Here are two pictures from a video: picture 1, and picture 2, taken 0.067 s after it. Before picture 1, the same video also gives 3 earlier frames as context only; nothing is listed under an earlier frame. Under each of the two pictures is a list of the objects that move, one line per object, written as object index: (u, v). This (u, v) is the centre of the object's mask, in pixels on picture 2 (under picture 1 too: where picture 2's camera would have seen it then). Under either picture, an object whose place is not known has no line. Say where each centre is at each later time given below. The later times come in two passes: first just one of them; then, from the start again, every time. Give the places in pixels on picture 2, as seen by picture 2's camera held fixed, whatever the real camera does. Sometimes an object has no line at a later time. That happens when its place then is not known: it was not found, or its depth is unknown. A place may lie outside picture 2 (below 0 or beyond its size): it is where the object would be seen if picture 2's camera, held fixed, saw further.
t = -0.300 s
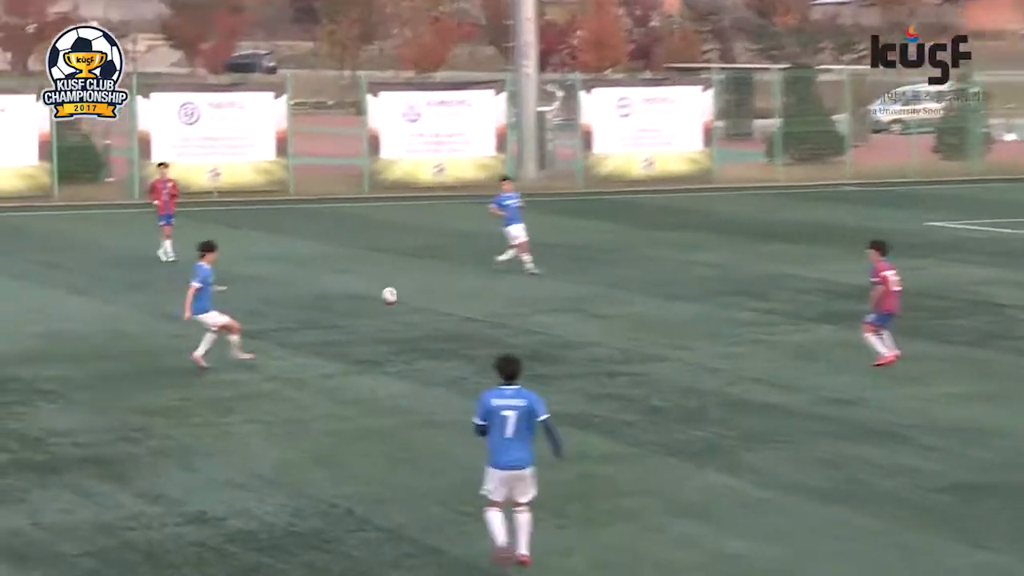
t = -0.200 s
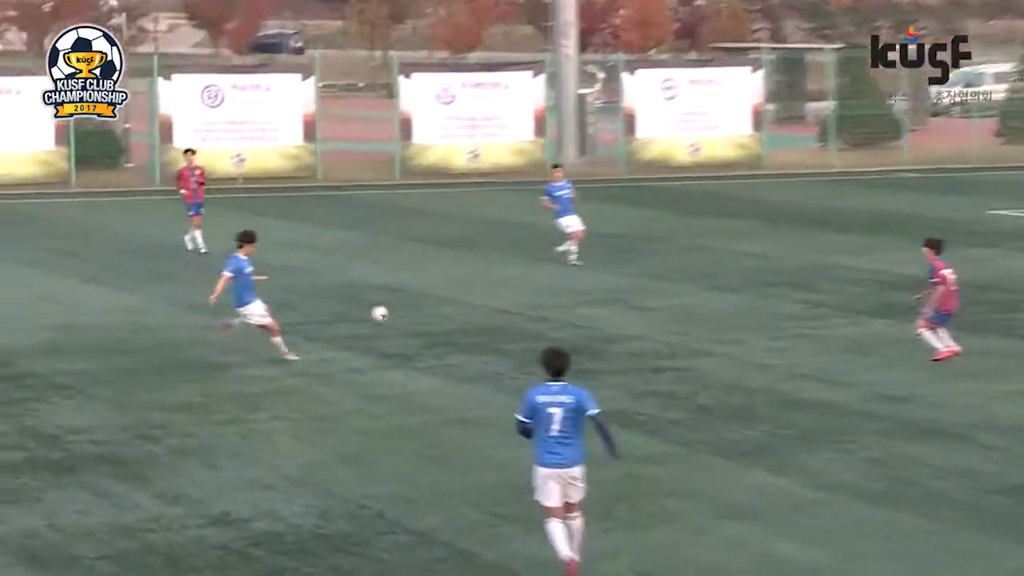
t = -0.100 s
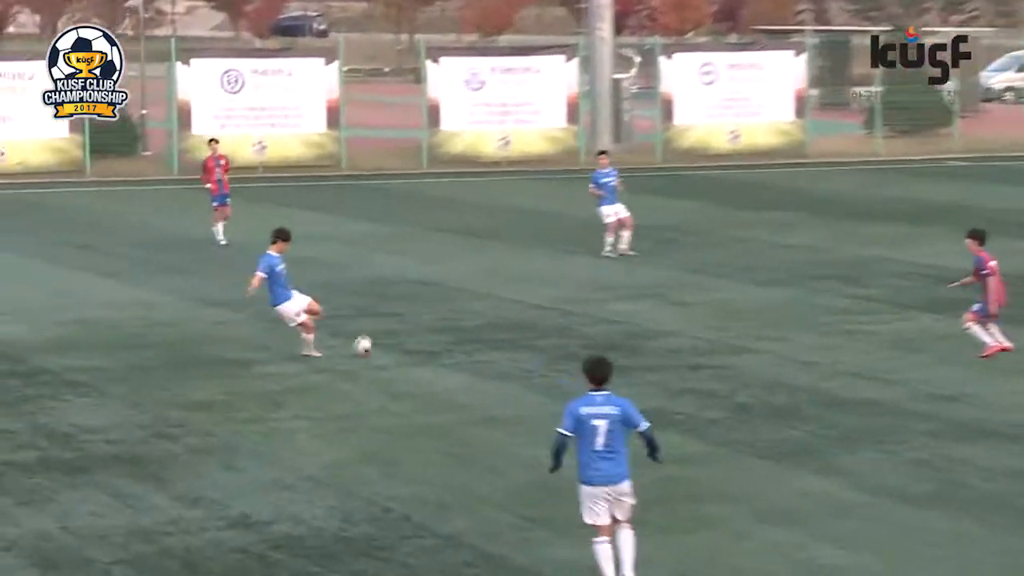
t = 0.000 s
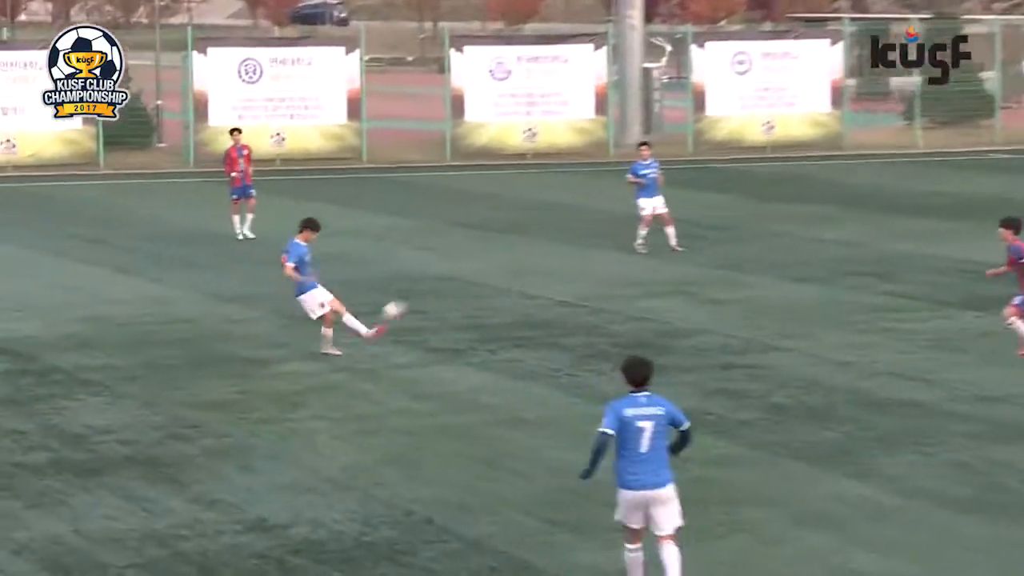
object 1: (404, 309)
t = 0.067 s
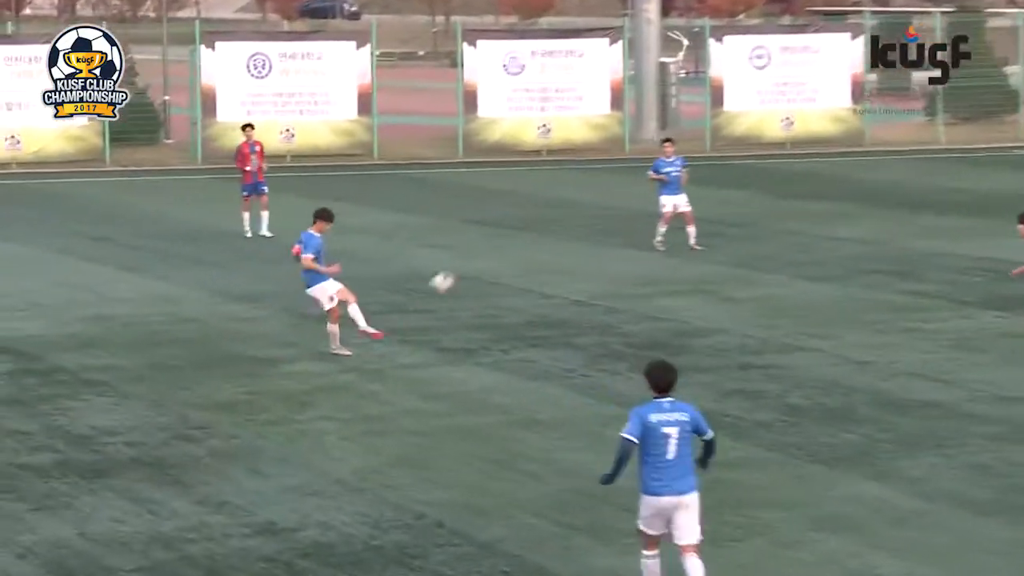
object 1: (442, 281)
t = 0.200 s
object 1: (519, 235)
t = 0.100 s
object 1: (461, 269)
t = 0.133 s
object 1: (480, 257)
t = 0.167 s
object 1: (500, 246)
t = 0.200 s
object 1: (519, 235)
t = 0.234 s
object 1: (537, 225)
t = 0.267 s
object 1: (555, 217)
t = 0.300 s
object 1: (569, 210)
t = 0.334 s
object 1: (584, 203)
